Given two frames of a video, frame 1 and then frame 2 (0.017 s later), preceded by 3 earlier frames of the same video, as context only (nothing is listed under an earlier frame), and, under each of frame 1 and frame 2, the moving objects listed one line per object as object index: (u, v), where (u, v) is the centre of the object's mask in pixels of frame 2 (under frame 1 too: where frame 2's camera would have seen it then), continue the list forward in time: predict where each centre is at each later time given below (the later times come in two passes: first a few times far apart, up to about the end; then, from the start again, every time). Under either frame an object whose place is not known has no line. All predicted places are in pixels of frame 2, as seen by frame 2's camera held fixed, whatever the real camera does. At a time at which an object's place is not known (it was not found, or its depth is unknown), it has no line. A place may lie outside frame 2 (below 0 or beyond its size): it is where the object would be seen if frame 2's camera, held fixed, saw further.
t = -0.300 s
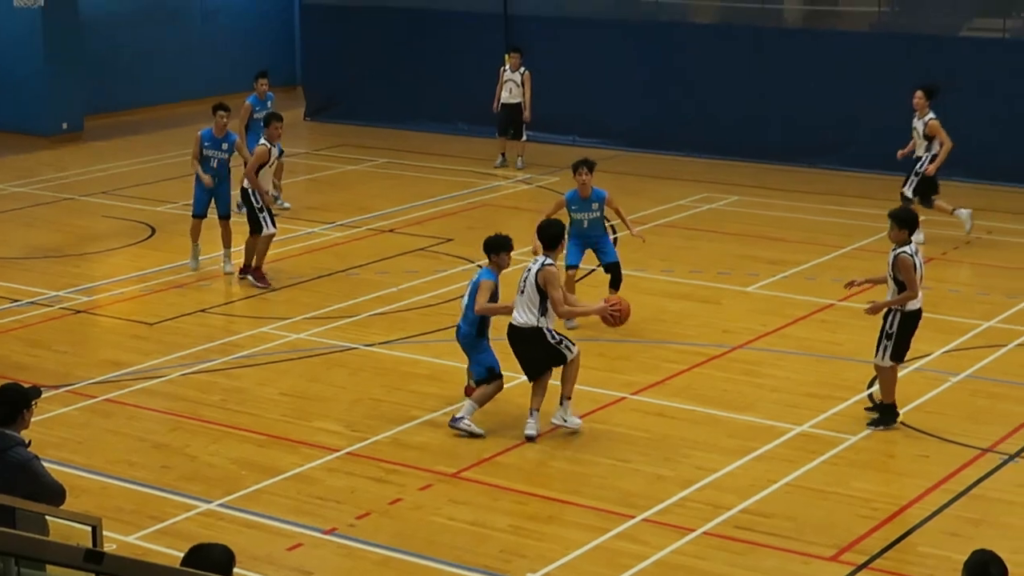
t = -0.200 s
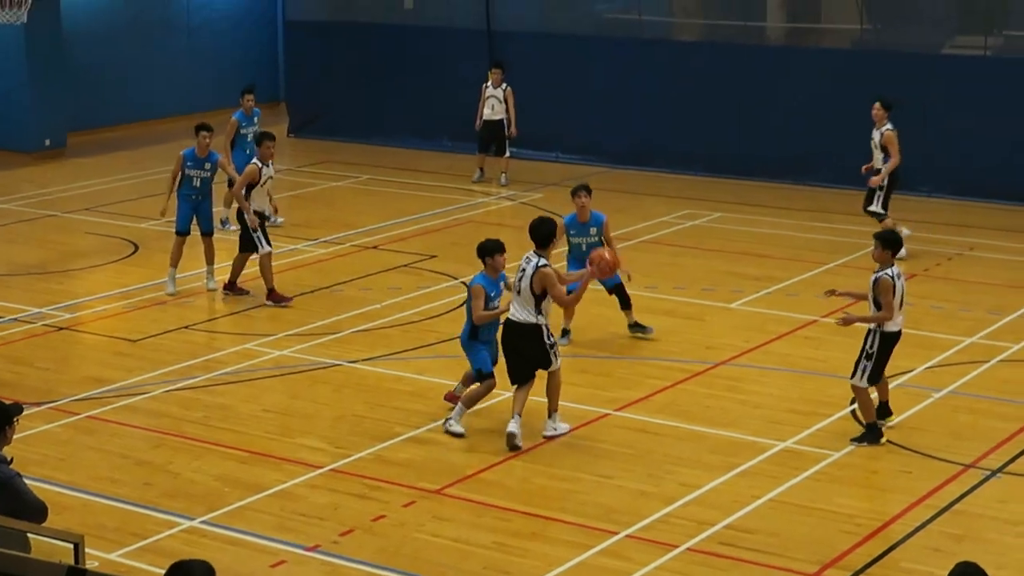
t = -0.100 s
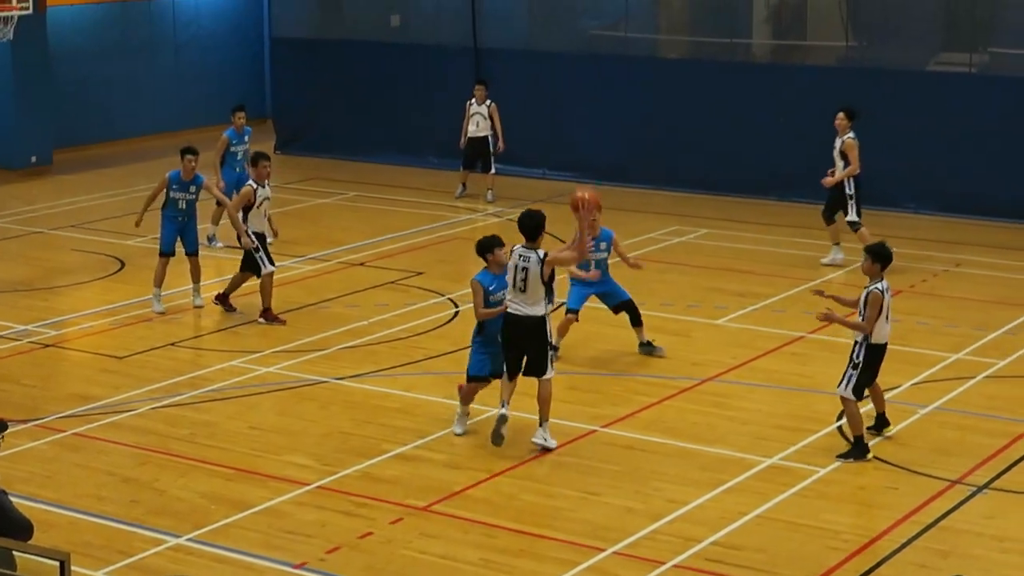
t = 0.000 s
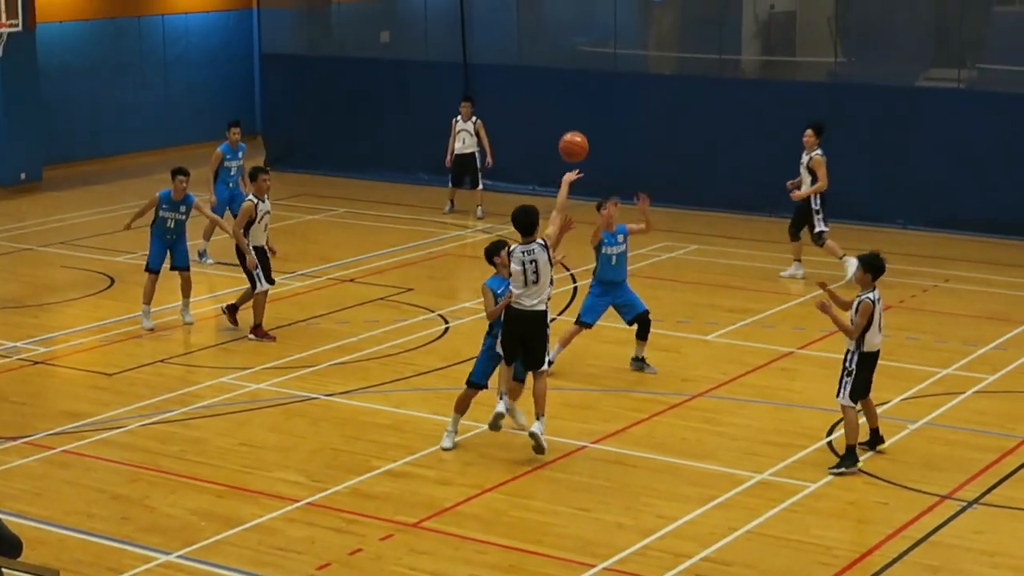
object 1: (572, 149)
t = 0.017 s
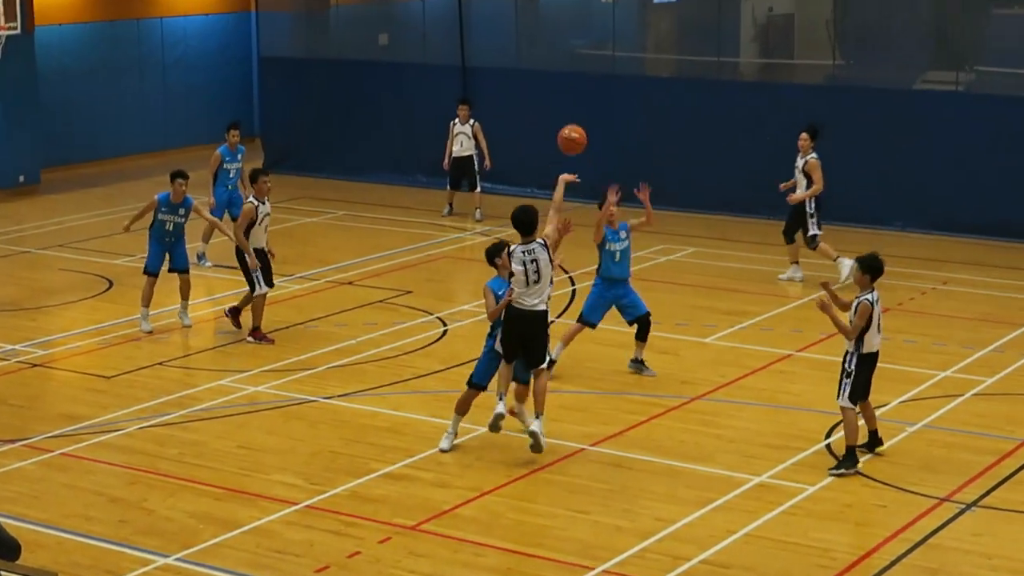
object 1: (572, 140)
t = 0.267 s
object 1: (573, 48)
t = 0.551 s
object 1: (574, 33)
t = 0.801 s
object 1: (574, 75)
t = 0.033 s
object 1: (572, 131)
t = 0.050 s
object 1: (572, 122)
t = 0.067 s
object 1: (572, 114)
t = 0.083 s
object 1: (572, 107)
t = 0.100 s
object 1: (572, 99)
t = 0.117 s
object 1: (572, 93)
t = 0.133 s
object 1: (572, 86)
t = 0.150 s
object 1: (573, 80)
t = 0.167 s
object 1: (573, 74)
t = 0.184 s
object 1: (573, 69)
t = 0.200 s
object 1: (573, 65)
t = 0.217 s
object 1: (573, 60)
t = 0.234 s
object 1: (573, 55)
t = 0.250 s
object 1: (573, 51)
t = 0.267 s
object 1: (573, 48)
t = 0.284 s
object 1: (573, 45)
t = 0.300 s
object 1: (573, 41)
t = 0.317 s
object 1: (573, 39)
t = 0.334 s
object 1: (573, 37)
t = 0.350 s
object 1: (573, 35)
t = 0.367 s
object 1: (573, 33)
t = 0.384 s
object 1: (574, 32)
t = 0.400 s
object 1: (574, 31)
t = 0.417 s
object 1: (573, 30)
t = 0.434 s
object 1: (573, 29)
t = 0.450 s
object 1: (574, 29)
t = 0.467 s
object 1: (574, 29)
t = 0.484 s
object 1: (574, 29)
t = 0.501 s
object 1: (574, 30)
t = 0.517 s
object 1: (574, 30)
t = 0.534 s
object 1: (574, 31)
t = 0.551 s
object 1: (574, 33)
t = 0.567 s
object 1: (574, 34)
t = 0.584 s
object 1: (574, 36)
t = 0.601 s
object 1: (574, 37)
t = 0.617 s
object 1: (574, 40)
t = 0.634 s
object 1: (574, 42)
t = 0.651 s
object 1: (574, 44)
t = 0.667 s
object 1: (574, 47)
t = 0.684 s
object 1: (574, 50)
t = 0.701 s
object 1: (574, 53)
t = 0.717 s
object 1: (574, 56)
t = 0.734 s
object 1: (575, 60)
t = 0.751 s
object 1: (575, 64)
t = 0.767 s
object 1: (574, 67)
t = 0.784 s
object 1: (575, 71)
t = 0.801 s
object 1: (574, 75)
